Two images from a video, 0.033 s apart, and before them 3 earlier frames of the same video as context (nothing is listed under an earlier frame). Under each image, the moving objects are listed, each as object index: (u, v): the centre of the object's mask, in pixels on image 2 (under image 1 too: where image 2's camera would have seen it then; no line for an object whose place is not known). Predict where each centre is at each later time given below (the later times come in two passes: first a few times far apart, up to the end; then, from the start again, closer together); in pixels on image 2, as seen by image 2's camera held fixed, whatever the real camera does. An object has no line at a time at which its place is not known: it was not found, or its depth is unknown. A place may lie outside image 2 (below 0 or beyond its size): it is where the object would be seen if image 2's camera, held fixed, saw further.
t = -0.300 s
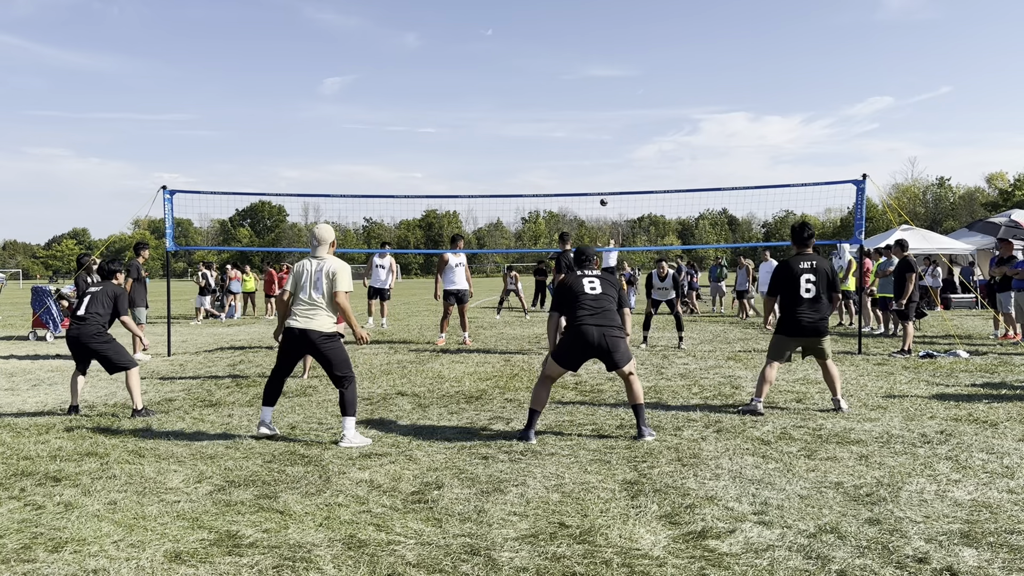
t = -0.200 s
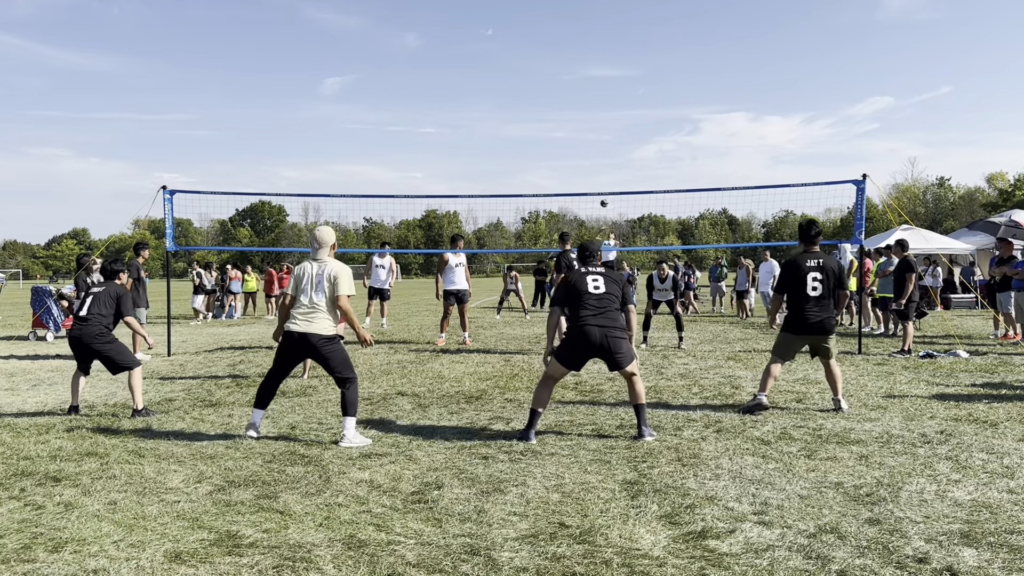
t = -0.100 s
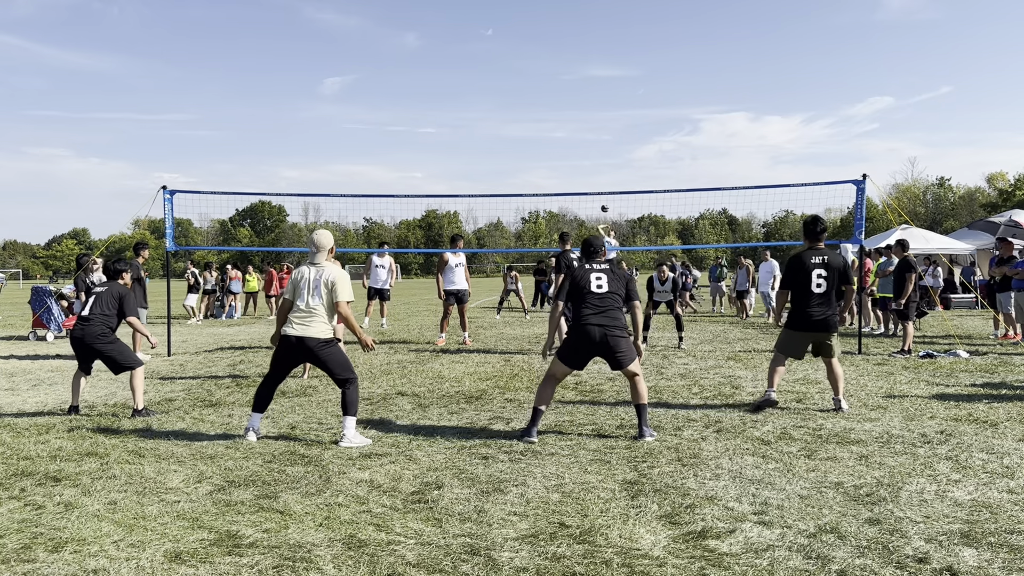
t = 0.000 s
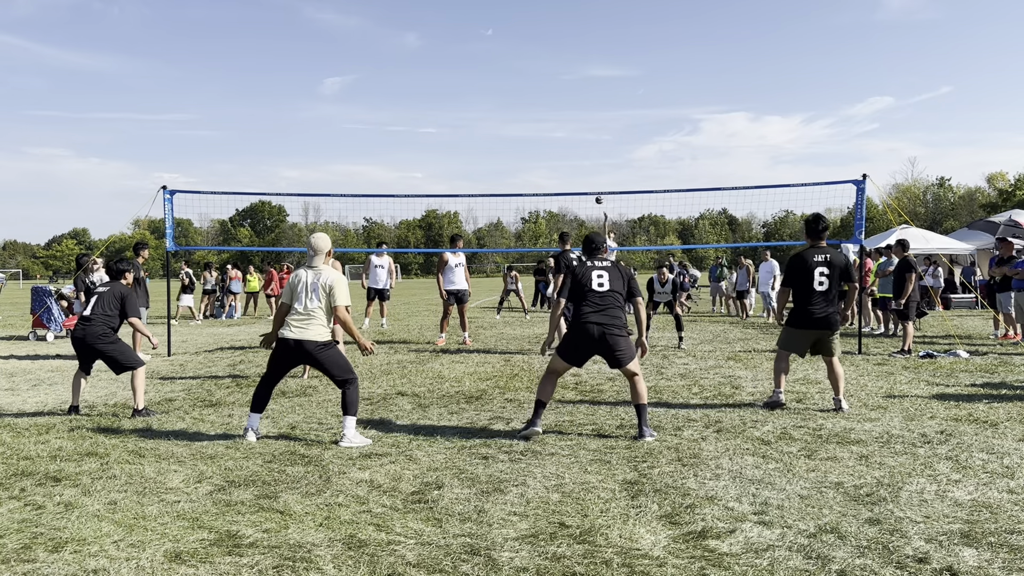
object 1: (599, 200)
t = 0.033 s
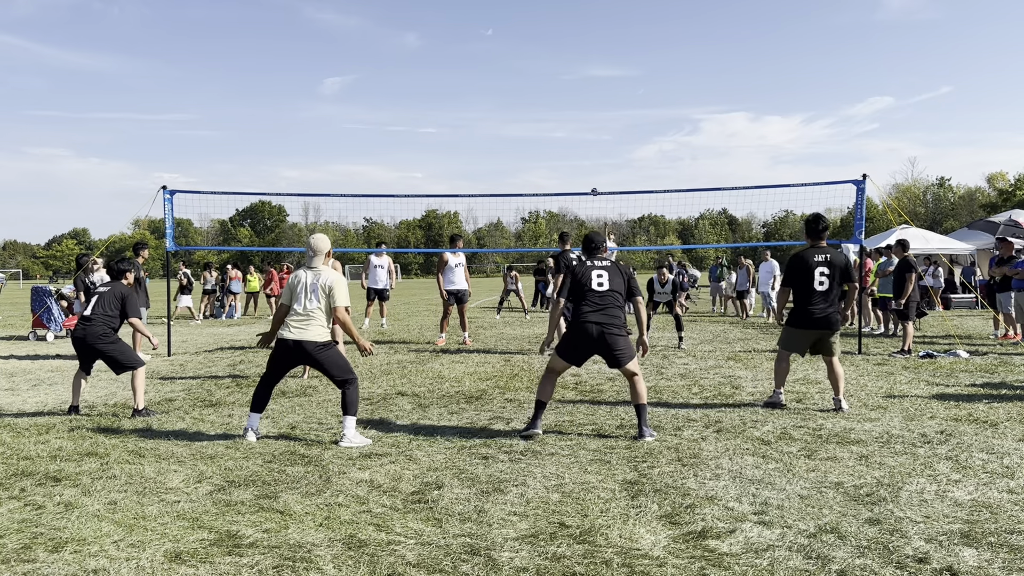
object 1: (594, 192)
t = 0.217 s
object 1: (569, 155)
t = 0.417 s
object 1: (531, 131)
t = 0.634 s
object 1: (481, 133)
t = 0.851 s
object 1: (421, 170)
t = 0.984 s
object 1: (377, 217)
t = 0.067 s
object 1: (591, 185)
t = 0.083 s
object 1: (588, 181)
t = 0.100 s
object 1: (586, 177)
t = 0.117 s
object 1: (584, 174)
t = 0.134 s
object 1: (581, 170)
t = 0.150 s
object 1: (579, 167)
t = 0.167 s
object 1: (577, 163)
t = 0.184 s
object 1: (574, 160)
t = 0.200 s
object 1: (571, 157)
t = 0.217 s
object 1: (569, 155)
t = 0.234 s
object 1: (566, 152)
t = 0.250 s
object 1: (563, 149)
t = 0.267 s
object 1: (560, 147)
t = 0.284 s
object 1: (557, 144)
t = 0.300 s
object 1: (554, 142)
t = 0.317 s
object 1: (551, 140)
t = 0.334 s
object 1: (548, 138)
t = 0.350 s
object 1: (544, 137)
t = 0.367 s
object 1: (541, 135)
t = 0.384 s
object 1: (538, 133)
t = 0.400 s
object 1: (534, 132)
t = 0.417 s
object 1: (531, 131)
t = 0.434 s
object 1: (527, 130)
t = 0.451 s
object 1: (524, 129)
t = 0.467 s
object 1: (520, 129)
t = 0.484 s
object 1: (517, 128)
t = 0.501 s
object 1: (513, 128)
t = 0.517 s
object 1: (509, 128)
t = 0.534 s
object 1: (505, 128)
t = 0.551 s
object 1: (501, 129)
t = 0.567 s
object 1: (497, 129)
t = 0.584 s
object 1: (493, 130)
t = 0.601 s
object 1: (489, 130)
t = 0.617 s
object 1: (485, 131)
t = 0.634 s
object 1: (481, 133)
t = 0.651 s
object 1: (477, 134)
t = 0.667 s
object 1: (473, 136)
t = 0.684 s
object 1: (468, 138)
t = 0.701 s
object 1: (464, 140)
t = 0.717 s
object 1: (459, 142)
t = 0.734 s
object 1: (455, 145)
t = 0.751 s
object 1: (450, 147)
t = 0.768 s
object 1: (446, 150)
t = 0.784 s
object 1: (441, 154)
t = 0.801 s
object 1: (436, 157)
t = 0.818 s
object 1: (431, 161)
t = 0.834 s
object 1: (427, 166)
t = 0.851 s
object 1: (421, 170)
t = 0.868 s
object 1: (416, 175)
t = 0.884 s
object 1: (411, 180)
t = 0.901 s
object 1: (406, 185)
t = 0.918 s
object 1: (400, 191)
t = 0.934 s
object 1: (395, 197)
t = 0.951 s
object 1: (389, 203)
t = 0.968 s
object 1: (383, 211)
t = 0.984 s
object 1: (377, 217)
